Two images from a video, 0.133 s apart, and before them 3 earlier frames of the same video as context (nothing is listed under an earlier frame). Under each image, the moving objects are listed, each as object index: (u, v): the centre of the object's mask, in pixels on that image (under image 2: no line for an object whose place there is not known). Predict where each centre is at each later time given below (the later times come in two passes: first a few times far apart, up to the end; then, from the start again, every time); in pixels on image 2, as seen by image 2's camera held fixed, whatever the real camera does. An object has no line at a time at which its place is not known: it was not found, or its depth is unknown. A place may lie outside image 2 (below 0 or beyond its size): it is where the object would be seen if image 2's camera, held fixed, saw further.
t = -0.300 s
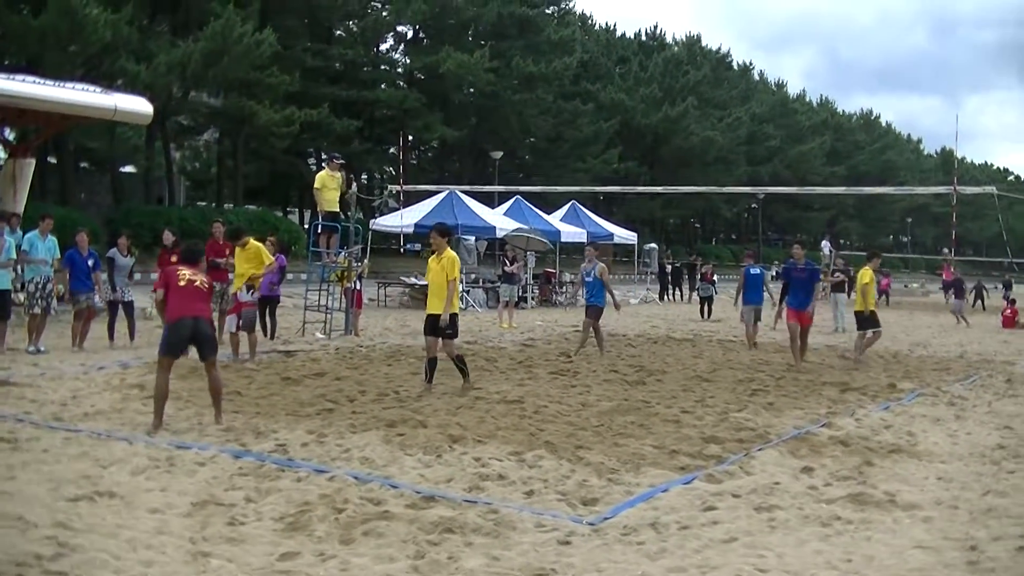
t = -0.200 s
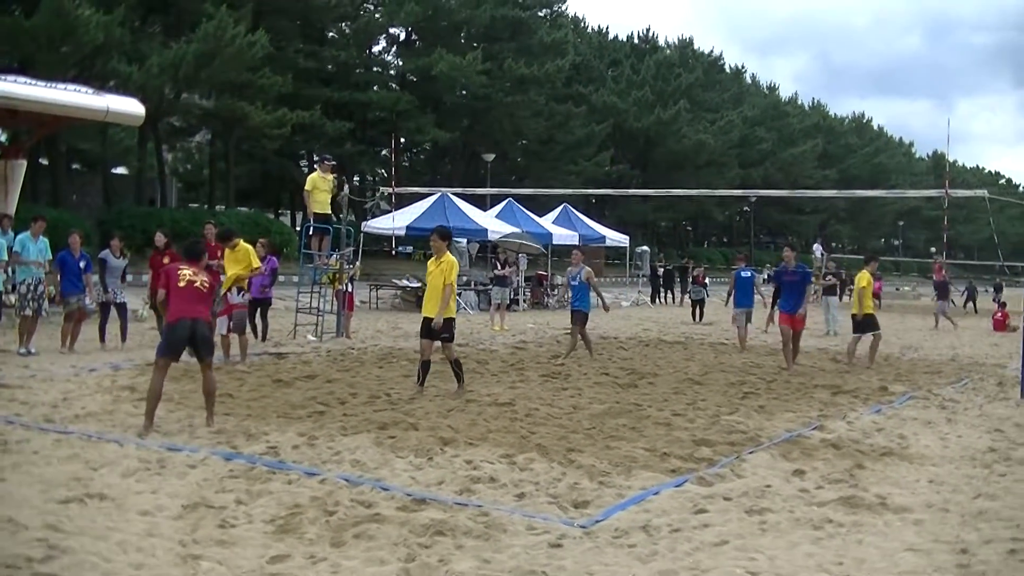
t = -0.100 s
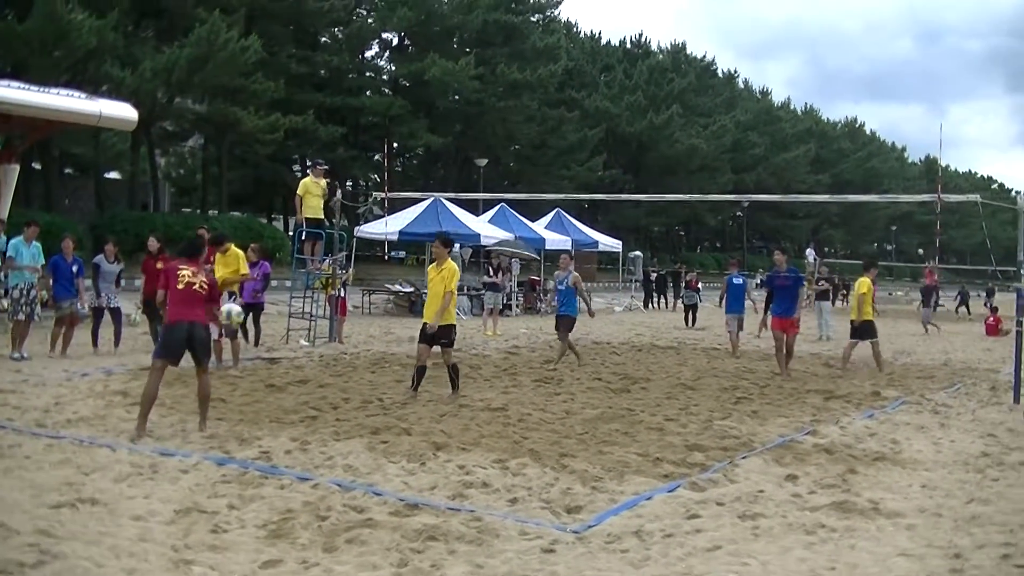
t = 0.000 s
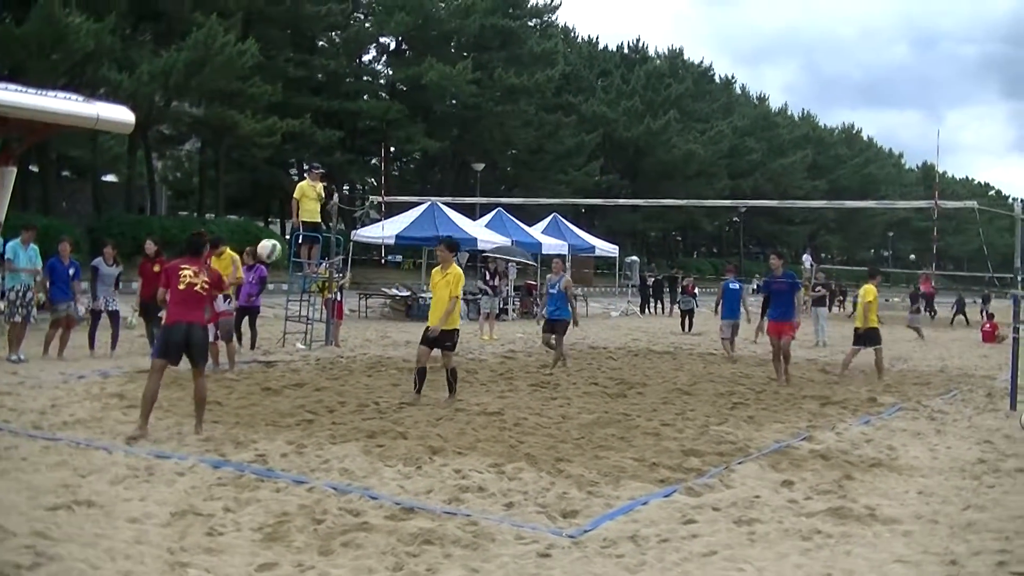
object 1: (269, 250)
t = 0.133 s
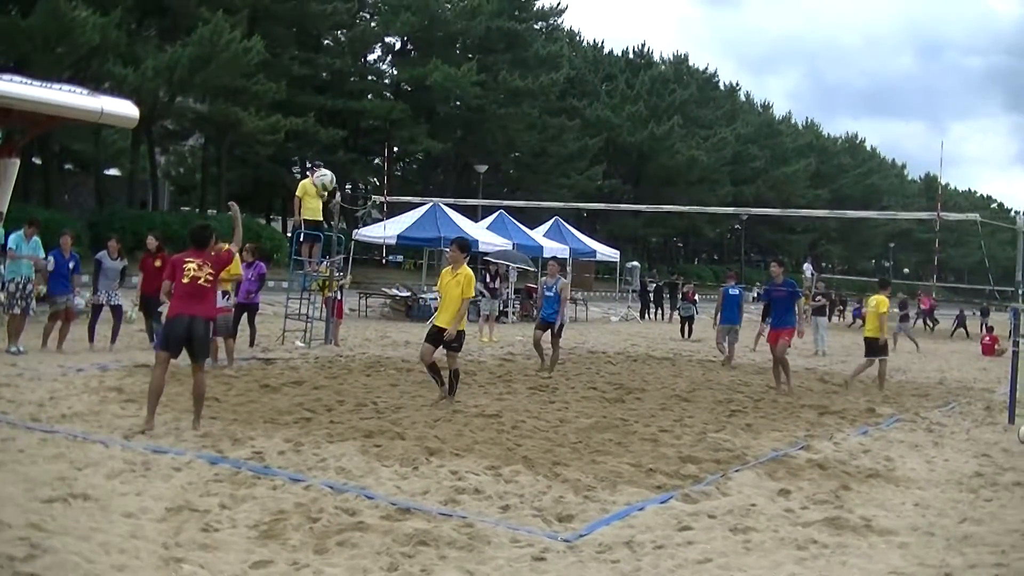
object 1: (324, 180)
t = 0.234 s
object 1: (360, 147)
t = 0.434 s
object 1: (422, 117)
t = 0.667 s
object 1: (480, 129)
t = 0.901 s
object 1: (525, 182)
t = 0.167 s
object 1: (336, 167)
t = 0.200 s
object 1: (348, 157)
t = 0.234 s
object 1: (360, 147)
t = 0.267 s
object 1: (371, 139)
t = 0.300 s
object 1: (382, 132)
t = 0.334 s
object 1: (392, 127)
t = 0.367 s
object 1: (403, 122)
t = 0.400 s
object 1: (413, 118)
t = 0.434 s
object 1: (422, 117)
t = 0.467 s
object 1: (431, 116)
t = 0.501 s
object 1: (440, 116)
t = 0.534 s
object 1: (449, 117)
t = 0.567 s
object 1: (457, 119)
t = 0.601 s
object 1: (465, 121)
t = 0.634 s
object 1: (473, 125)
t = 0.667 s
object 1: (480, 129)
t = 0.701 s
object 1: (487, 135)
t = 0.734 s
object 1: (494, 141)
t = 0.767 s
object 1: (500, 148)
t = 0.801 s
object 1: (507, 155)
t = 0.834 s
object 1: (513, 164)
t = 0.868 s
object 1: (519, 173)
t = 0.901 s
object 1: (525, 182)
